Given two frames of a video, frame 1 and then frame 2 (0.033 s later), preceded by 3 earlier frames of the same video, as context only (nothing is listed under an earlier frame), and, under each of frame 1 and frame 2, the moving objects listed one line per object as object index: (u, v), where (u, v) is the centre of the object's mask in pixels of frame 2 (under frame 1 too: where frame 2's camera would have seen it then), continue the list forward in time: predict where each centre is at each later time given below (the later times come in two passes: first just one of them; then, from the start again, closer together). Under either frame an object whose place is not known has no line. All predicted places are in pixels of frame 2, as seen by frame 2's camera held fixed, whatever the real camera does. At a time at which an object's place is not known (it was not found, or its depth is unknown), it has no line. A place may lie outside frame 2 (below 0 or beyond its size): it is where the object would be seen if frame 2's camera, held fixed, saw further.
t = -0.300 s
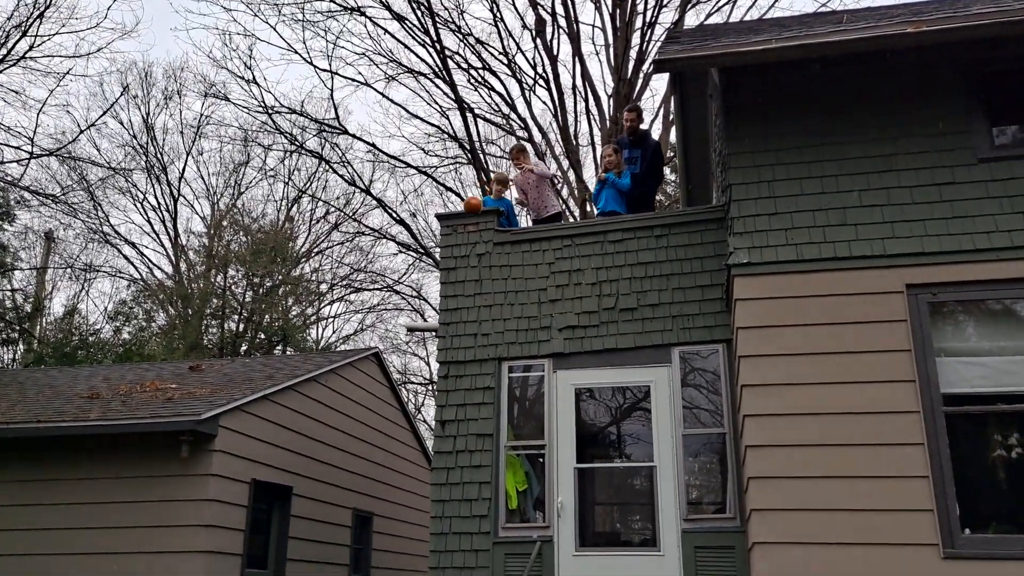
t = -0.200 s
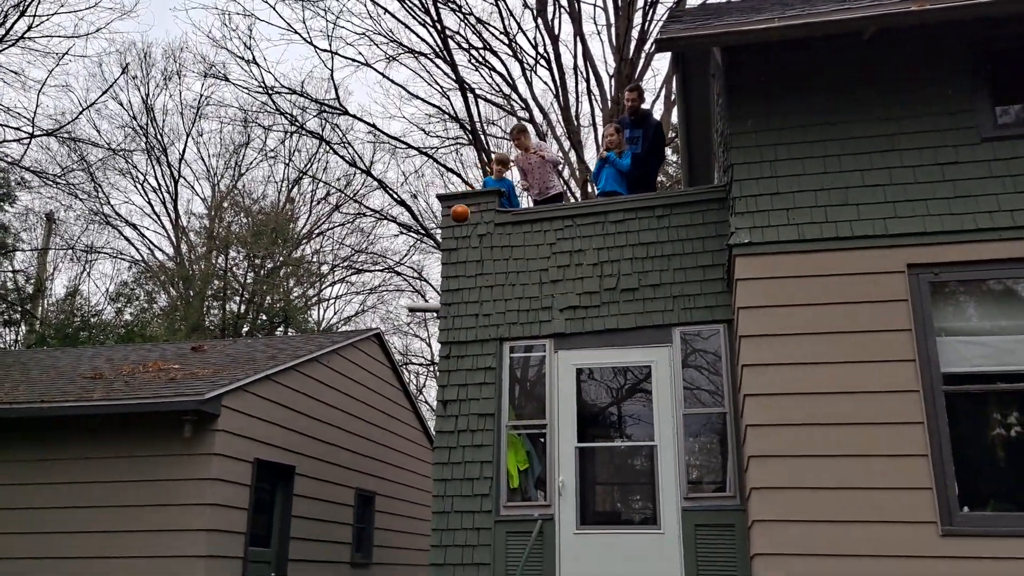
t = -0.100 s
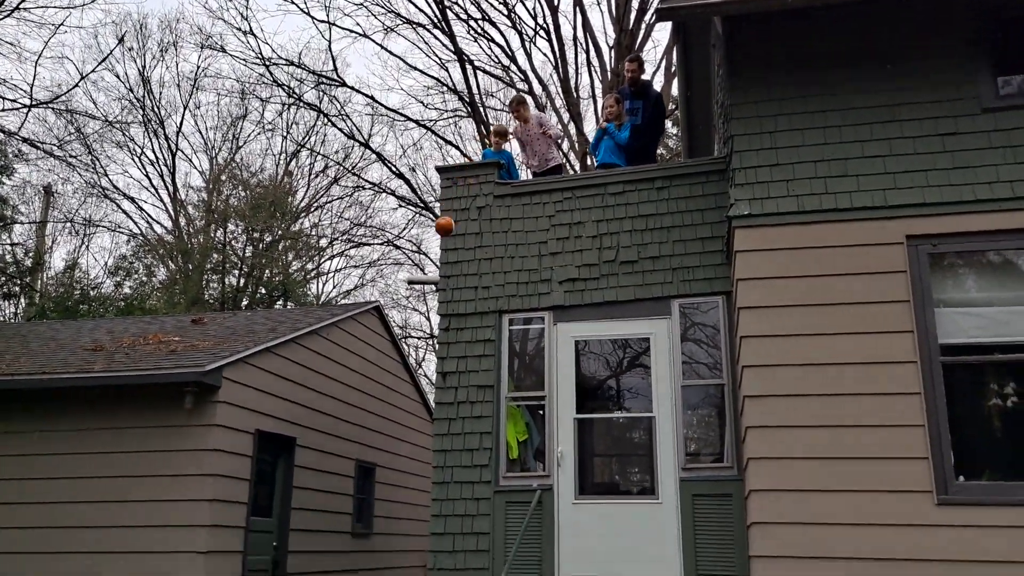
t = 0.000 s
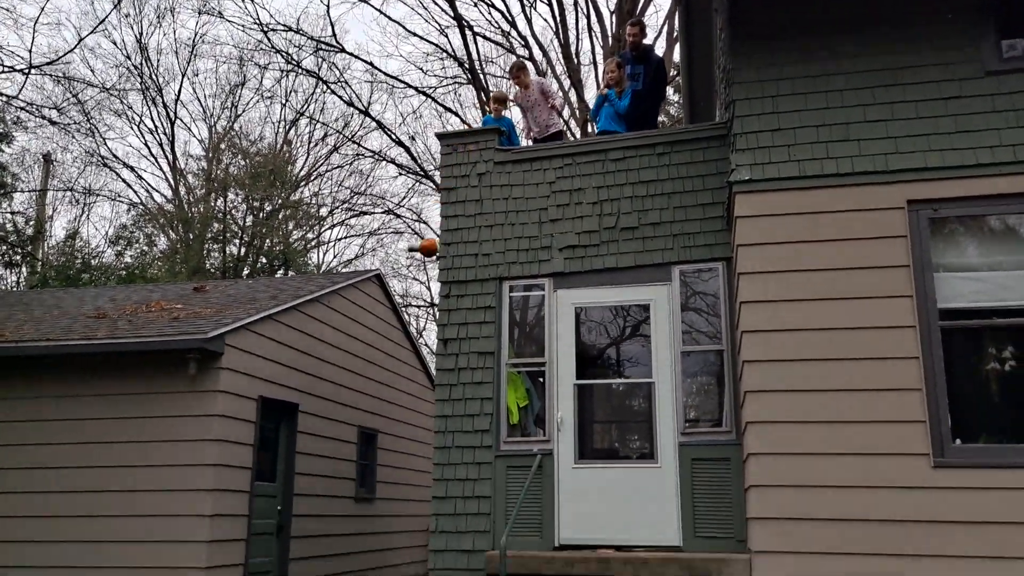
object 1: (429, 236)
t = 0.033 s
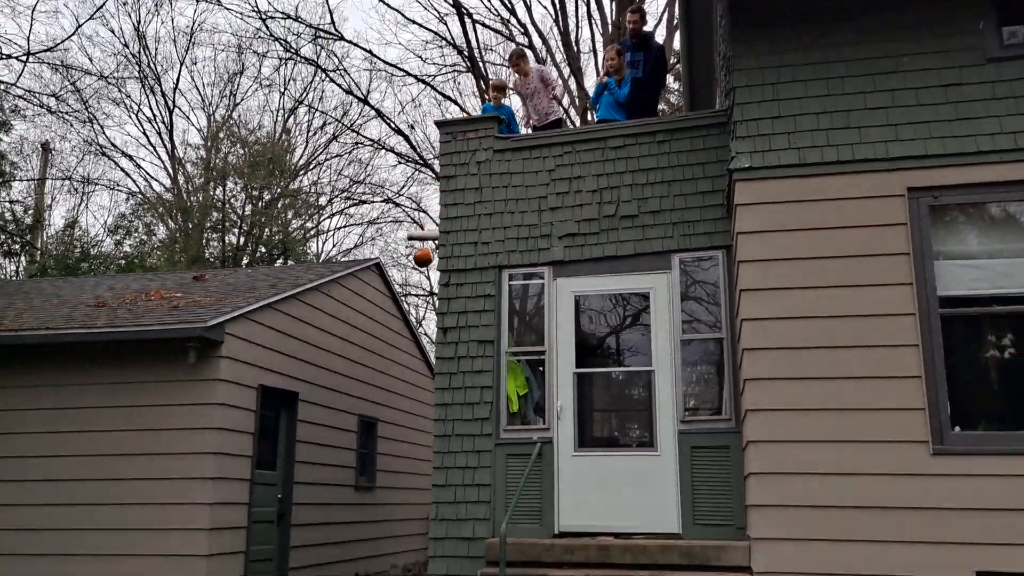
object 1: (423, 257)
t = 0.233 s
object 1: (387, 427)
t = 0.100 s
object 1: (411, 306)
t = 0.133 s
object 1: (406, 333)
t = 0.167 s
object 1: (400, 362)
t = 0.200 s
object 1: (393, 394)
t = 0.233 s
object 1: (387, 427)
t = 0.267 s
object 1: (379, 464)
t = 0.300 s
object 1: (372, 503)
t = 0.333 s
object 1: (364, 547)
